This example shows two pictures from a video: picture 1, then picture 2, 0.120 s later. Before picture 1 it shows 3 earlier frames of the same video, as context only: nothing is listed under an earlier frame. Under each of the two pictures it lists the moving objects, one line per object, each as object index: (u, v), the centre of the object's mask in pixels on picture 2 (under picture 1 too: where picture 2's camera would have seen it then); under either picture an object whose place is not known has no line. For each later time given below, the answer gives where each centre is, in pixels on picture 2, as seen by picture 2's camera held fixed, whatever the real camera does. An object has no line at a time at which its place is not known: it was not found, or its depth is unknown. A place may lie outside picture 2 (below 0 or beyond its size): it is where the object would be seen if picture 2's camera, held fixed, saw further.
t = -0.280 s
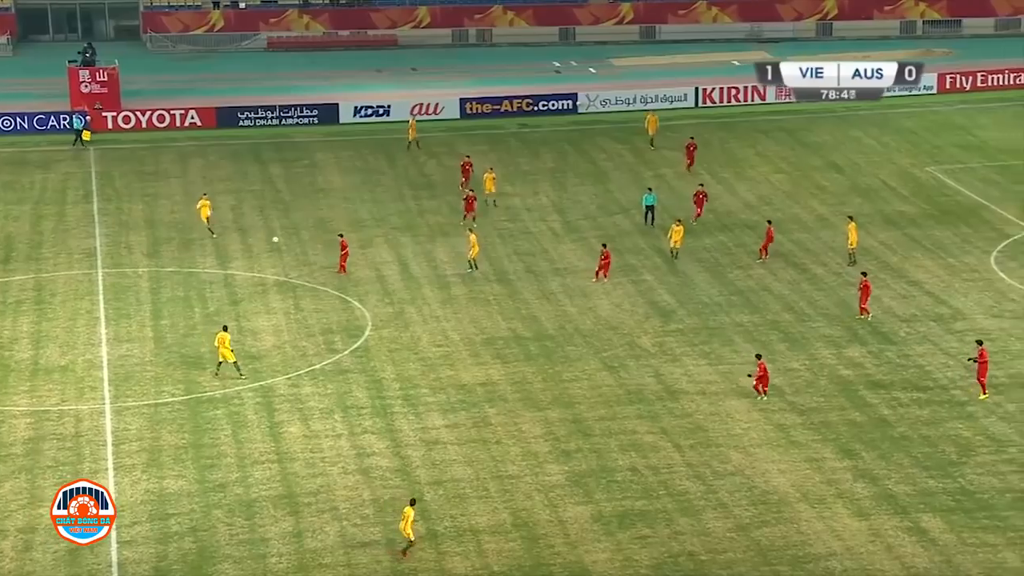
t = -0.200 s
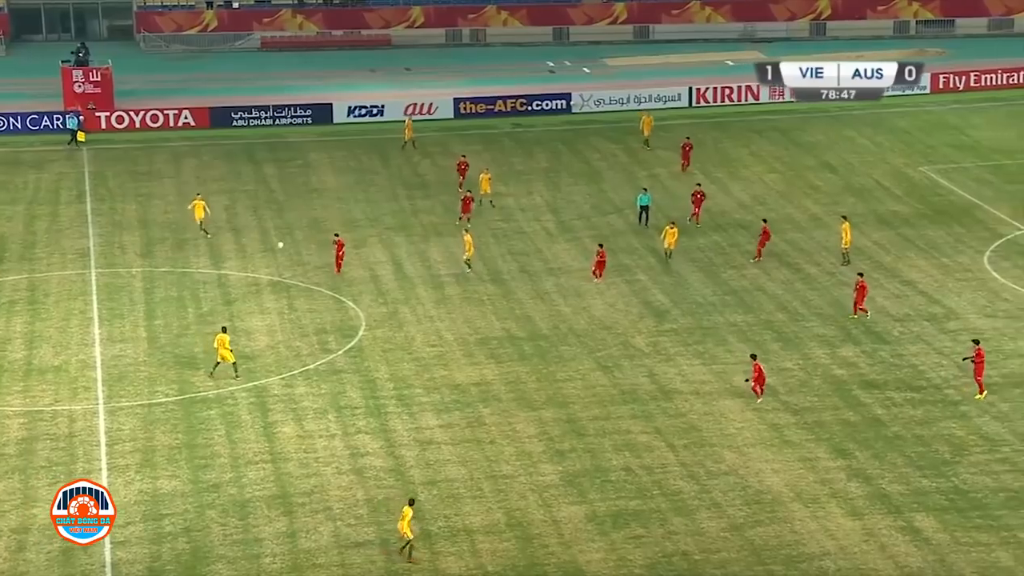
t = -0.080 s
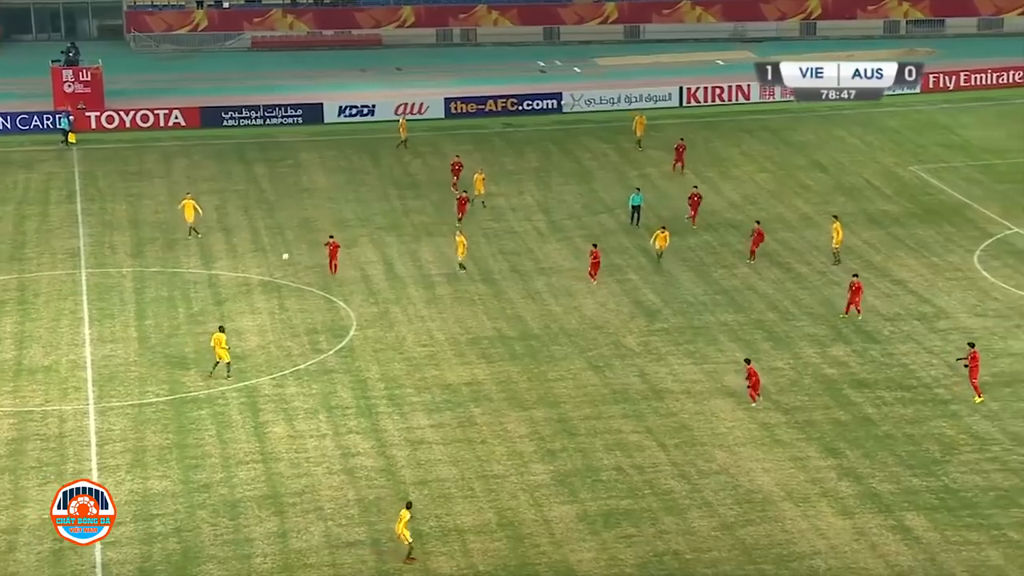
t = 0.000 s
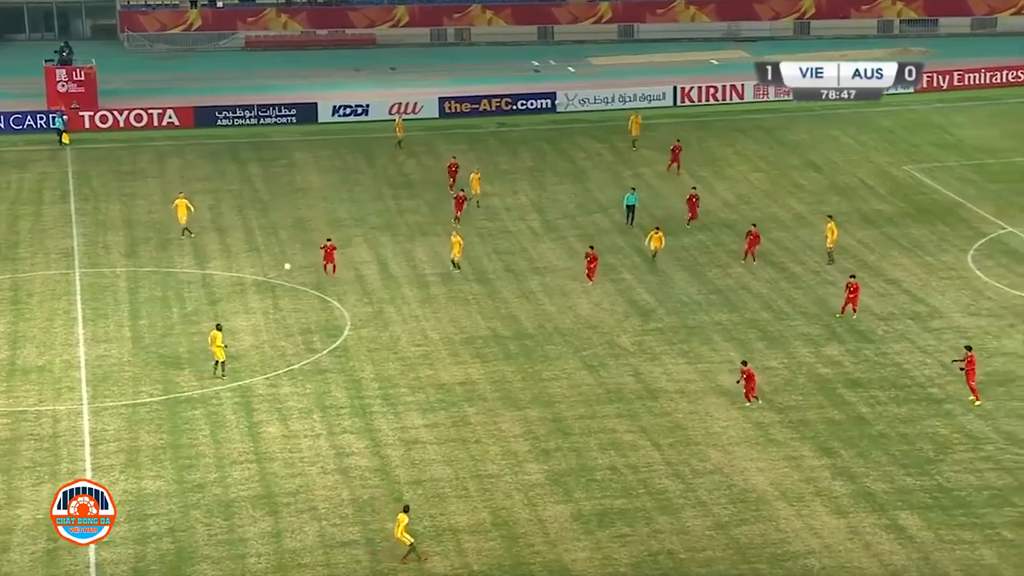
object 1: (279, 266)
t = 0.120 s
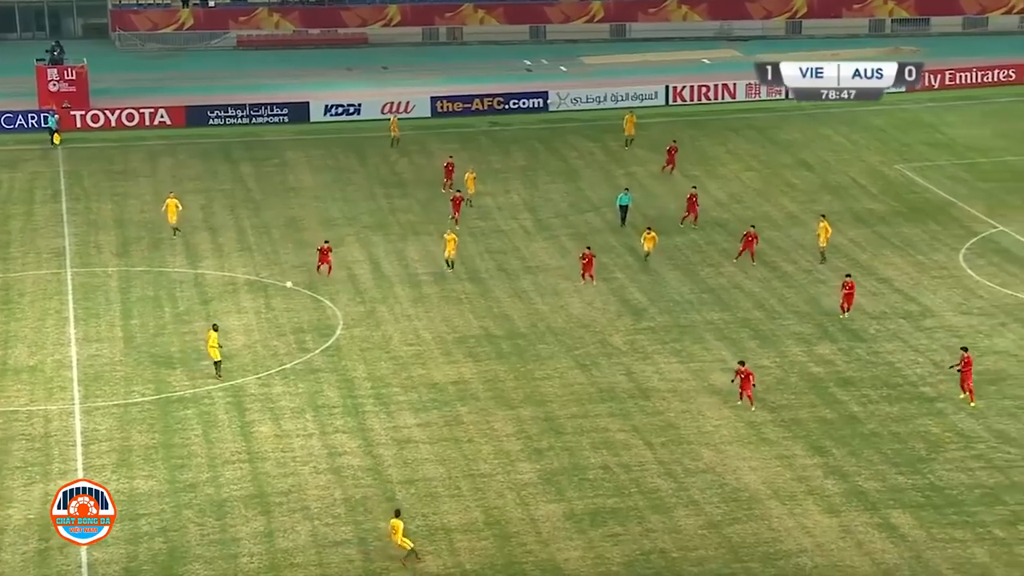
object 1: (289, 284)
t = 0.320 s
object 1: (299, 326)
